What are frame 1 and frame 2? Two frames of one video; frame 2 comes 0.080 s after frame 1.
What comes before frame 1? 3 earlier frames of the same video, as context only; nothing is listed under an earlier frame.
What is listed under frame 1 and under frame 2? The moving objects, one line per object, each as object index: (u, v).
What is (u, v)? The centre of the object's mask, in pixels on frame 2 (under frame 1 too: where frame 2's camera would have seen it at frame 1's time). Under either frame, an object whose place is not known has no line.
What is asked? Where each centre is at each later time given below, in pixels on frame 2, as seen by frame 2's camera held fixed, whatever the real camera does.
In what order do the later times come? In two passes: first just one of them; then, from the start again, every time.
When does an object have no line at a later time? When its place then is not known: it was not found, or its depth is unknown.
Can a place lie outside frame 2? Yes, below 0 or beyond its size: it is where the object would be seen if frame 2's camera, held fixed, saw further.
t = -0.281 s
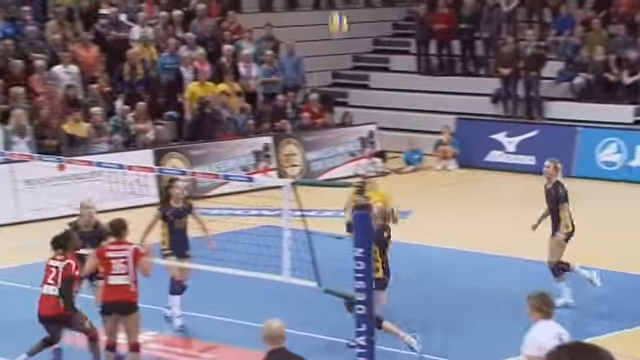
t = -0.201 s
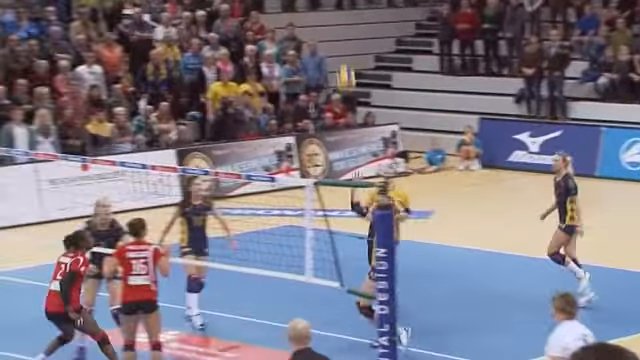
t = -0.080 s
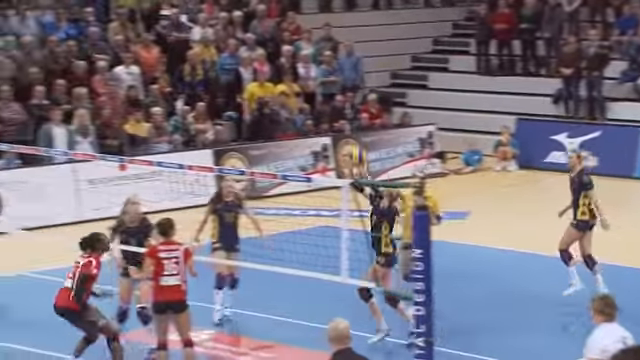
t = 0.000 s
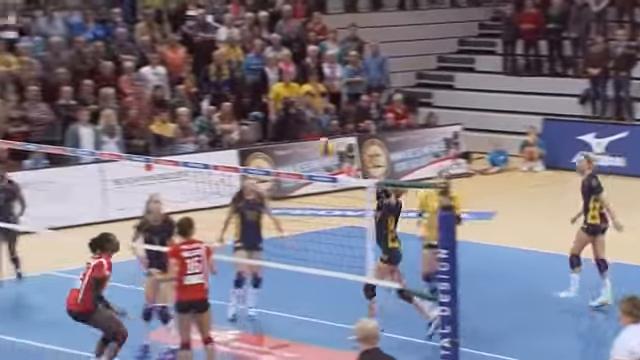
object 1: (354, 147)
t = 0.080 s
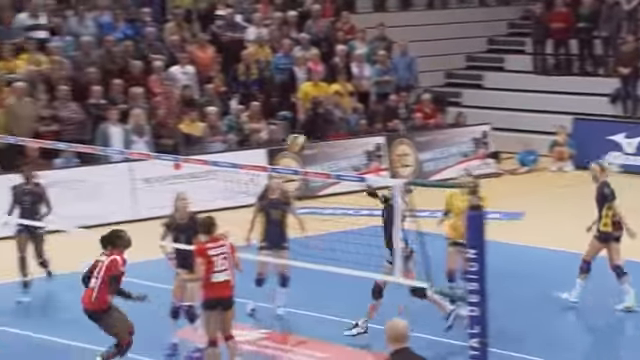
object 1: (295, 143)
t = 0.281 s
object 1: (145, 164)
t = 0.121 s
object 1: (267, 143)
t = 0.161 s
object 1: (239, 146)
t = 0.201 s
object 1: (209, 150)
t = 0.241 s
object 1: (179, 156)
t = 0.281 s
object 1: (145, 164)
